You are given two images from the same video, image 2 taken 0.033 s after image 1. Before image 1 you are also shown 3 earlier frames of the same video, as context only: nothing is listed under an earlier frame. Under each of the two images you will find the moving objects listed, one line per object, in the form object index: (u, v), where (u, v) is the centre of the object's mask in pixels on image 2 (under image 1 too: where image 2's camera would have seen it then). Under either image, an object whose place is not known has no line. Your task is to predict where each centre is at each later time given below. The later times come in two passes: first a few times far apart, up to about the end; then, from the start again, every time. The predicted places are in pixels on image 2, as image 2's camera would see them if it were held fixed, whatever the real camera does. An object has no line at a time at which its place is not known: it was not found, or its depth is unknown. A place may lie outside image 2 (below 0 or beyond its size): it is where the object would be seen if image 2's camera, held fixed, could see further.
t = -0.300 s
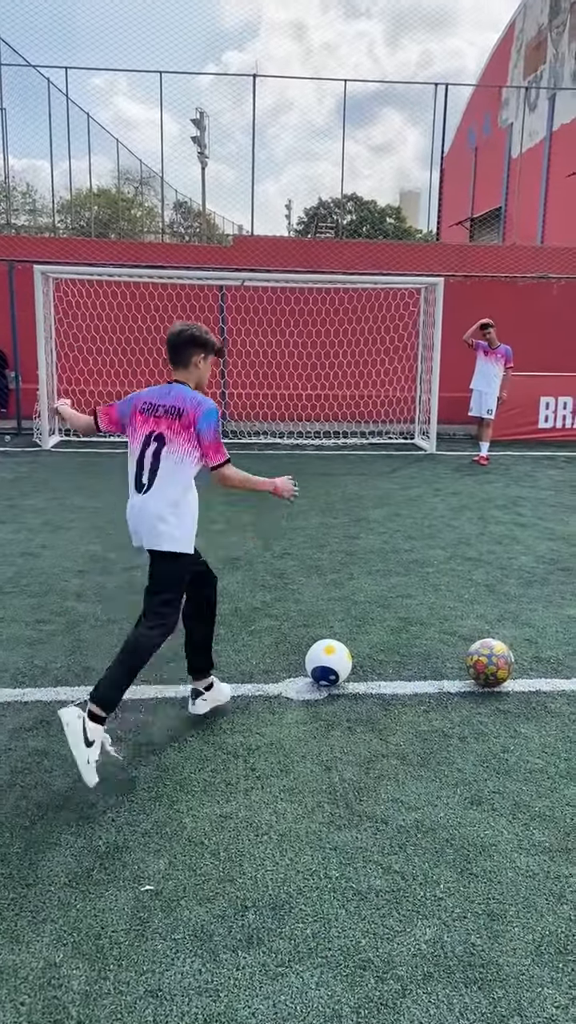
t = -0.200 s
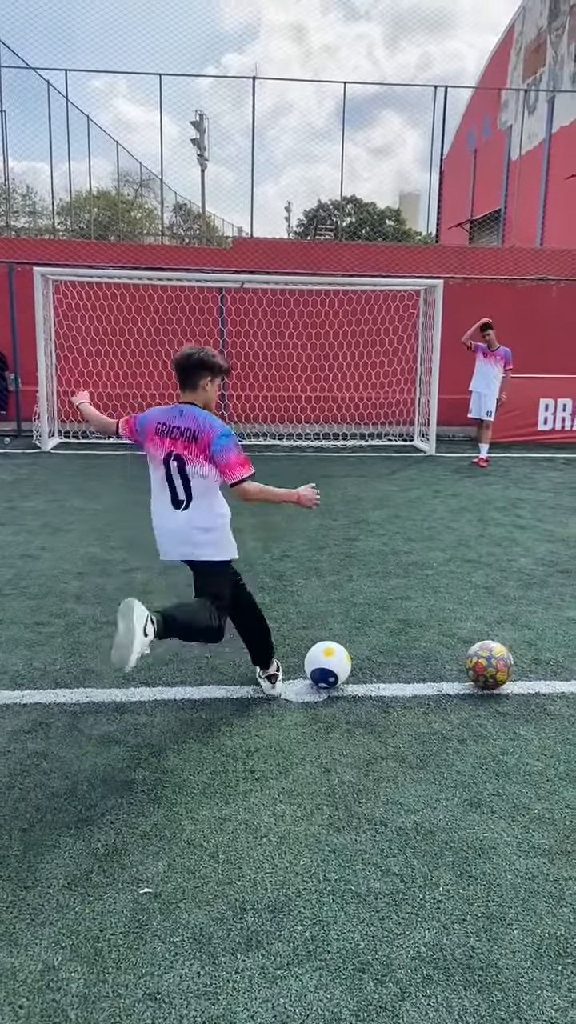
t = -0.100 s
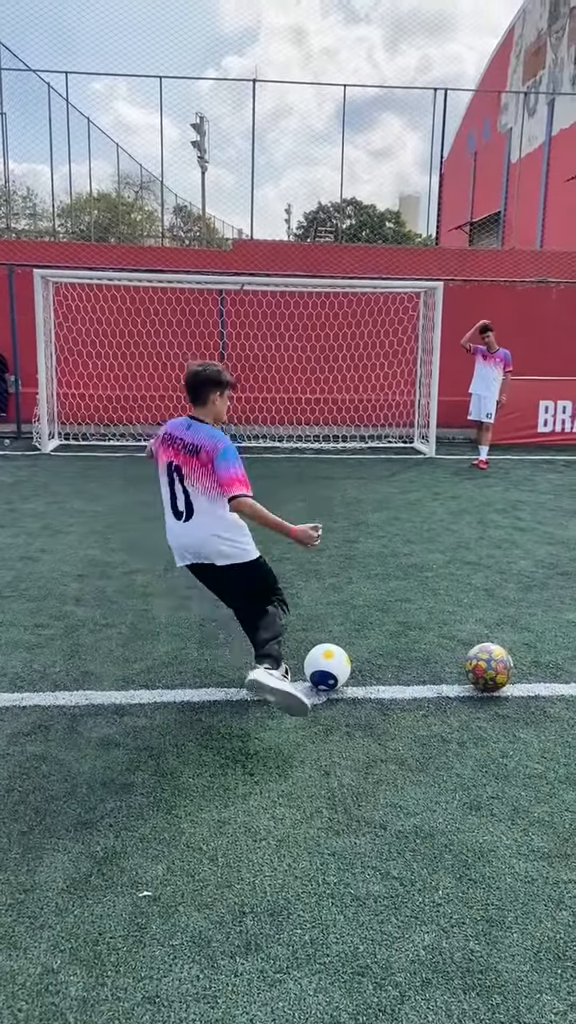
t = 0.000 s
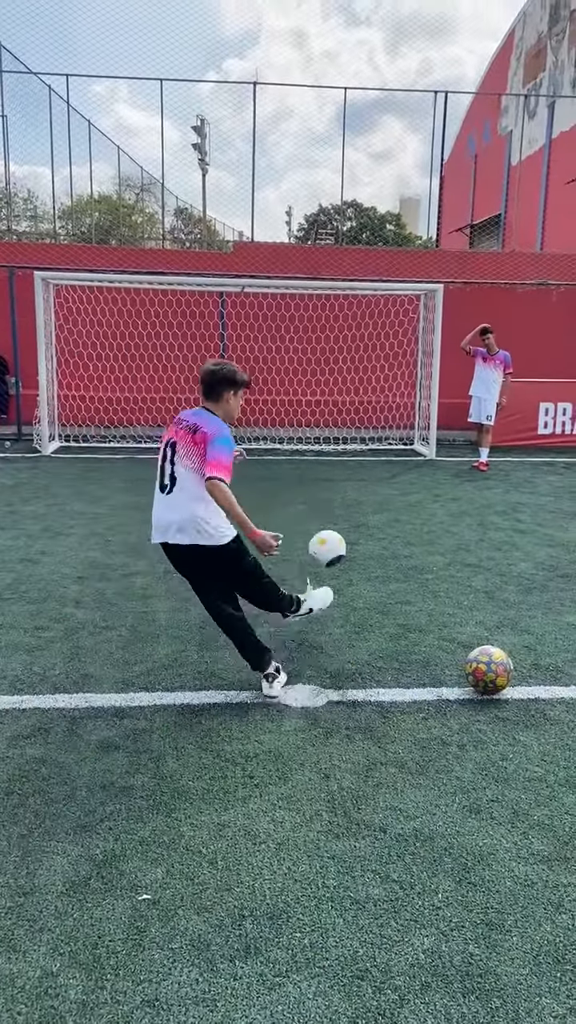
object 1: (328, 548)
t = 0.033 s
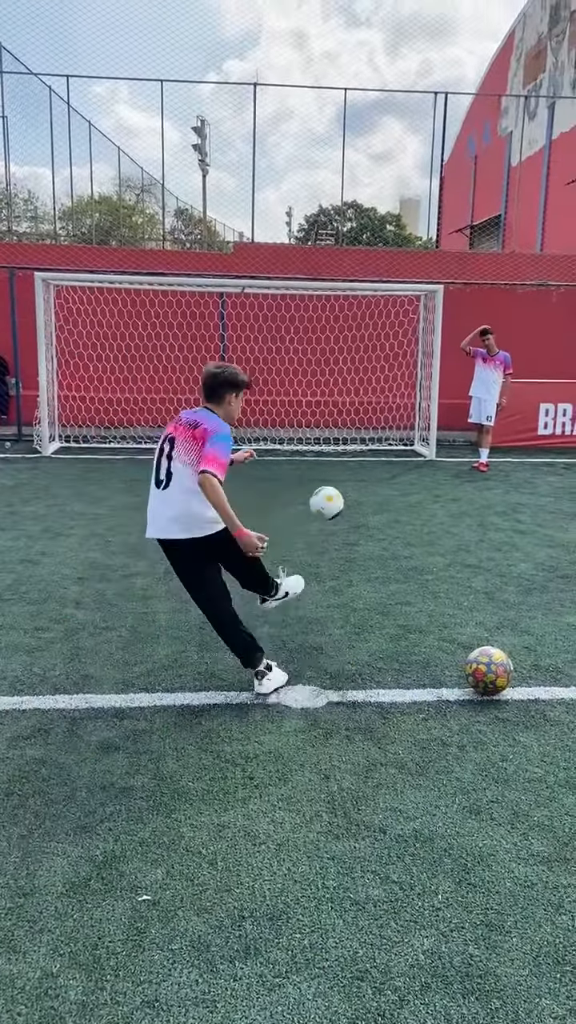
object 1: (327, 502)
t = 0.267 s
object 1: (321, 357)
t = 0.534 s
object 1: (316, 337)
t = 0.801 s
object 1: (332, 357)
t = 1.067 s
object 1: (352, 426)
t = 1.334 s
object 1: (356, 423)
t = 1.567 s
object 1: (356, 439)
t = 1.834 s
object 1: (357, 440)
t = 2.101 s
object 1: (357, 440)
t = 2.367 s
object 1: (357, 440)
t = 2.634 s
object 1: (357, 441)
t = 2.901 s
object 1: (357, 440)
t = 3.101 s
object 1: (357, 441)
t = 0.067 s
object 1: (326, 465)
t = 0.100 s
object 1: (324, 436)
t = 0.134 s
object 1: (324, 413)
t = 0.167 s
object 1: (323, 394)
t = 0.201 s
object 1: (322, 378)
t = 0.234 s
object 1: (322, 366)
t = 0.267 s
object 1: (321, 357)
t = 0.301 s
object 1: (320, 349)
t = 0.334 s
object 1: (319, 344)
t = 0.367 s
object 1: (319, 340)
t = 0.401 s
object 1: (318, 338)
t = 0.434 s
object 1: (318, 338)
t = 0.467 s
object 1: (317, 338)
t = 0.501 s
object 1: (317, 338)
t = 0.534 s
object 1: (316, 337)
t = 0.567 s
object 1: (317, 335)
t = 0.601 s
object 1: (319, 336)
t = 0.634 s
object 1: (321, 339)
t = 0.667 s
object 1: (323, 341)
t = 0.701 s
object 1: (326, 343)
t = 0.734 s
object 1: (327, 347)
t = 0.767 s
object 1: (330, 351)
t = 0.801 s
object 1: (332, 357)
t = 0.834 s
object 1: (334, 362)
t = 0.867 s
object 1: (337, 369)
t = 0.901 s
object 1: (340, 378)
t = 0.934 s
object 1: (343, 385)
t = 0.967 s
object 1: (346, 395)
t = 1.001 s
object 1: (347, 404)
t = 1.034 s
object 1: (349, 416)
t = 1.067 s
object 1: (352, 426)
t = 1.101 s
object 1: (354, 438)
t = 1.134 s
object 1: (355, 439)
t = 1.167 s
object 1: (356, 434)
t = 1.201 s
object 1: (355, 430)
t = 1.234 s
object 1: (355, 427)
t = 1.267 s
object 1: (356, 424)
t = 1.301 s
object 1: (356, 423)
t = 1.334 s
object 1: (356, 423)
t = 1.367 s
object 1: (356, 423)
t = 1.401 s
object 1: (356, 425)
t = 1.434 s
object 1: (356, 427)
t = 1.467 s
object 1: (356, 430)
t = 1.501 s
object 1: (357, 433)
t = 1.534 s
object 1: (356, 438)
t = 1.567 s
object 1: (356, 439)
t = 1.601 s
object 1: (356, 438)
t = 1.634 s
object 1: (356, 438)
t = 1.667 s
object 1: (357, 437)
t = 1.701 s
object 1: (357, 438)
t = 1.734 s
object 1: (357, 440)
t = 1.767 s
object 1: (357, 440)
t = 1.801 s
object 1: (357, 440)
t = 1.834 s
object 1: (357, 440)
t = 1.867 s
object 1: (357, 440)
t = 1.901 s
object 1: (357, 440)
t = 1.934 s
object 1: (357, 441)
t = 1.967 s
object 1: (357, 440)
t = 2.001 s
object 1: (356, 441)
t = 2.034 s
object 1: (357, 441)
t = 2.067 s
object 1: (357, 441)
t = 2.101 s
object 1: (357, 440)
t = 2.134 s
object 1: (357, 440)
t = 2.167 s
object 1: (357, 440)
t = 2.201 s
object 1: (357, 440)
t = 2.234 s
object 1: (357, 440)
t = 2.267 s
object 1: (357, 440)
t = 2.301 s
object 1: (357, 440)
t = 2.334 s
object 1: (357, 440)
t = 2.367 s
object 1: (357, 440)
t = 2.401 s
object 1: (358, 440)
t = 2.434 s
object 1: (357, 440)
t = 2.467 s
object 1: (357, 440)
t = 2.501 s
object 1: (357, 440)
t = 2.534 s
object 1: (357, 440)
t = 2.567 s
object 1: (357, 441)
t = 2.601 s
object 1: (357, 441)
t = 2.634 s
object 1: (357, 441)
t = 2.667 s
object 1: (357, 440)
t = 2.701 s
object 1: (357, 441)
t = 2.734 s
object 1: (357, 440)
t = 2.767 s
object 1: (357, 440)
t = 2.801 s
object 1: (357, 440)
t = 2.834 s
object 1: (357, 440)
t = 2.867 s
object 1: (357, 440)
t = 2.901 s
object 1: (357, 440)
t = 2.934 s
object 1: (357, 440)
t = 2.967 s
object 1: (357, 440)
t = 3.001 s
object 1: (357, 440)
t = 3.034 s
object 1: (357, 440)
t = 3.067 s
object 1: (357, 440)
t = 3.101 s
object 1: (357, 441)
